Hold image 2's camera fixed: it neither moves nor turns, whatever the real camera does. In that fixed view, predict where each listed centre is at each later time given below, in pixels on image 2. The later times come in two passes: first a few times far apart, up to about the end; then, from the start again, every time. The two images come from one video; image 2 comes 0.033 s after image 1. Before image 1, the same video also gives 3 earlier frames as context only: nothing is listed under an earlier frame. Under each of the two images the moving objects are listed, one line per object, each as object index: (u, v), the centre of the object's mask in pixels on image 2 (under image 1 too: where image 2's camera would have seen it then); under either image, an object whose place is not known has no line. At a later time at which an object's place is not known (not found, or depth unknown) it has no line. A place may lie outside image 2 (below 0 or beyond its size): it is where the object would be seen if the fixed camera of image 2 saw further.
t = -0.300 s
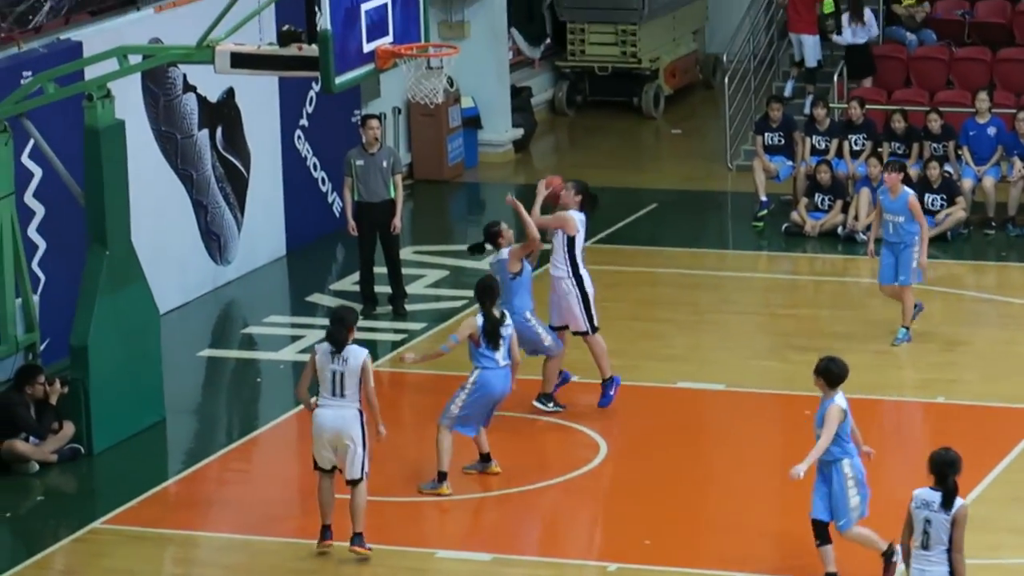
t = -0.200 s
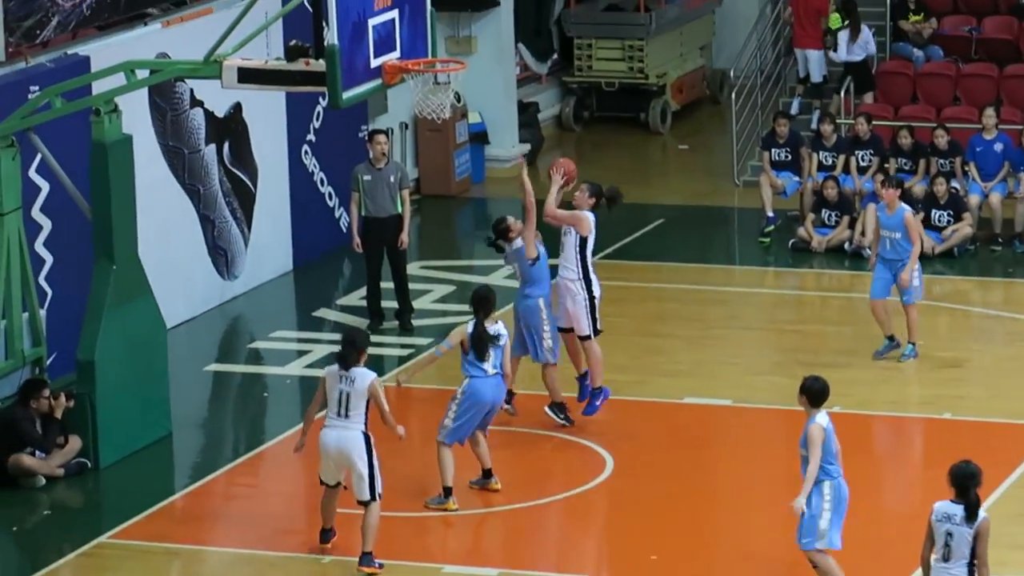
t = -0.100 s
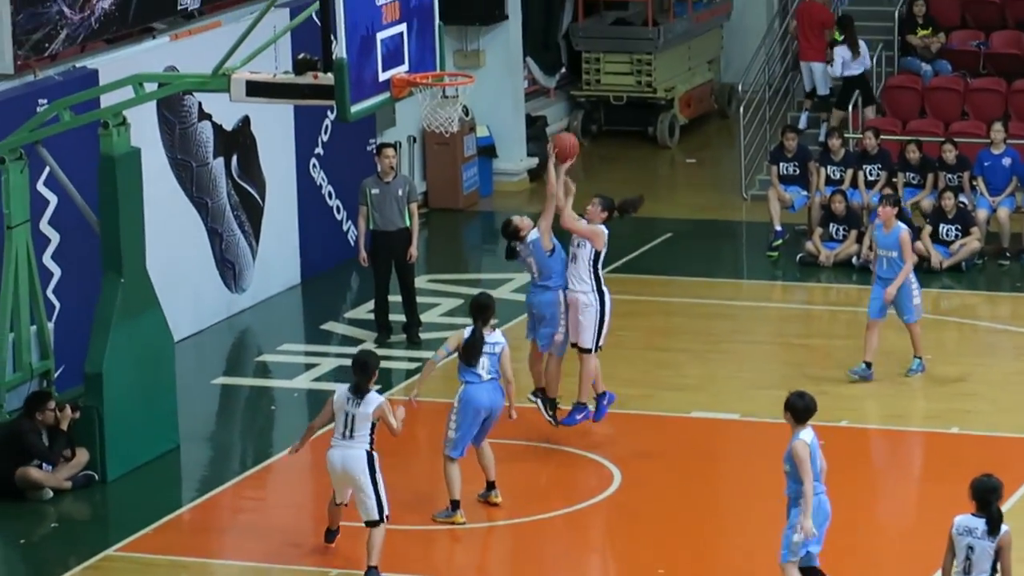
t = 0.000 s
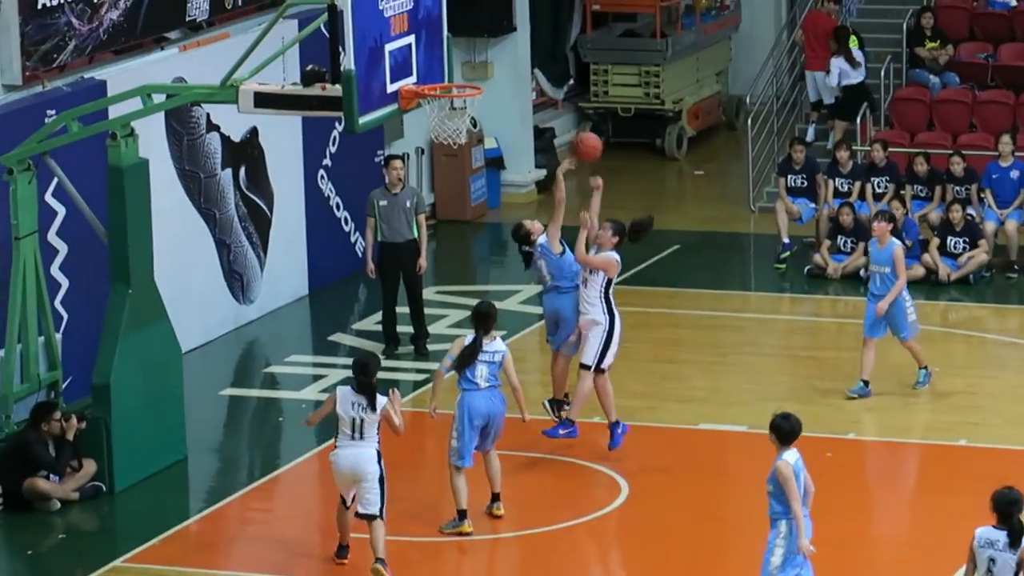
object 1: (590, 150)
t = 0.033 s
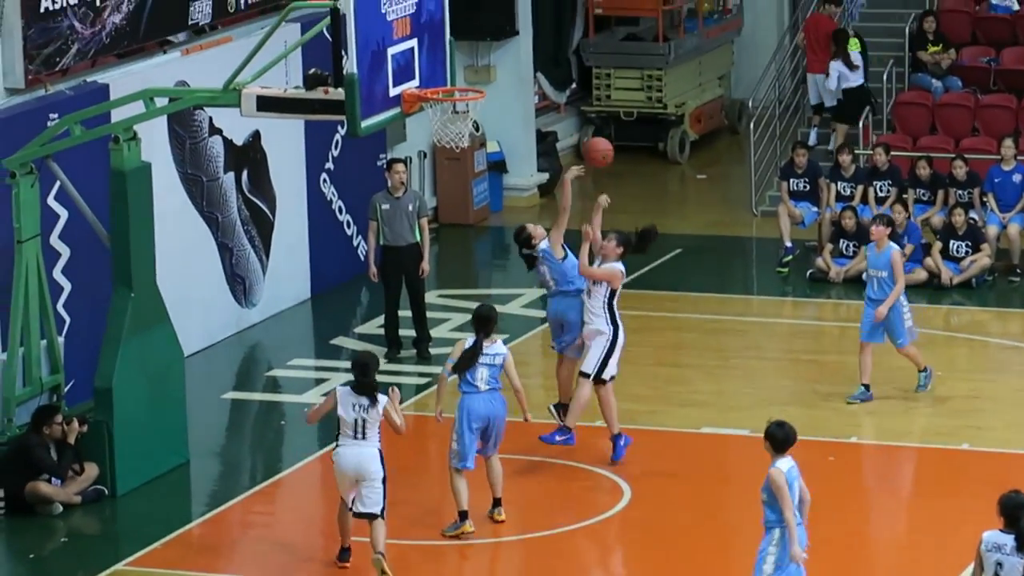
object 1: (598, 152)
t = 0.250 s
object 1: (658, 198)
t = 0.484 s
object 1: (724, 317)
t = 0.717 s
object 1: (792, 495)
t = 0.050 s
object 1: (603, 153)
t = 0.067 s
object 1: (607, 155)
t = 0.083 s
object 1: (611, 157)
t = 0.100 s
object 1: (616, 160)
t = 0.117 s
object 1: (620, 163)
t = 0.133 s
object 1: (625, 166)
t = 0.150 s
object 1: (630, 168)
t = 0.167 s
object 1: (635, 172)
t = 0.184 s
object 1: (639, 176)
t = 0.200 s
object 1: (644, 182)
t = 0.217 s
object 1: (649, 186)
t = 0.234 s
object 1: (653, 192)
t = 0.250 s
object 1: (658, 198)
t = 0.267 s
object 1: (662, 204)
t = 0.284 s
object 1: (667, 211)
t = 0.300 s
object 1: (671, 218)
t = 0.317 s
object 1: (676, 225)
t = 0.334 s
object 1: (682, 233)
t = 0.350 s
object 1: (687, 241)
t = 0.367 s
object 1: (691, 249)
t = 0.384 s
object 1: (695, 258)
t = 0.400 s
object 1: (701, 266)
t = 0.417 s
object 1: (705, 276)
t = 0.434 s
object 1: (710, 285)
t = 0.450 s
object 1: (715, 295)
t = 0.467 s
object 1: (719, 306)
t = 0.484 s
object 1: (724, 317)
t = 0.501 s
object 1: (729, 329)
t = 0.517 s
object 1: (734, 340)
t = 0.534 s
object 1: (739, 352)
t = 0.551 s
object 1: (744, 365)
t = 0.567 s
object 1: (749, 377)
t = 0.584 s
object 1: (754, 391)
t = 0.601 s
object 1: (759, 404)
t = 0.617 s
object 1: (764, 418)
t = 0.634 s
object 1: (769, 432)
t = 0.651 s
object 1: (774, 447)
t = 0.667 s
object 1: (779, 463)
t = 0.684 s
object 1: (784, 476)
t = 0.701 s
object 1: (789, 494)
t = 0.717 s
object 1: (792, 495)
